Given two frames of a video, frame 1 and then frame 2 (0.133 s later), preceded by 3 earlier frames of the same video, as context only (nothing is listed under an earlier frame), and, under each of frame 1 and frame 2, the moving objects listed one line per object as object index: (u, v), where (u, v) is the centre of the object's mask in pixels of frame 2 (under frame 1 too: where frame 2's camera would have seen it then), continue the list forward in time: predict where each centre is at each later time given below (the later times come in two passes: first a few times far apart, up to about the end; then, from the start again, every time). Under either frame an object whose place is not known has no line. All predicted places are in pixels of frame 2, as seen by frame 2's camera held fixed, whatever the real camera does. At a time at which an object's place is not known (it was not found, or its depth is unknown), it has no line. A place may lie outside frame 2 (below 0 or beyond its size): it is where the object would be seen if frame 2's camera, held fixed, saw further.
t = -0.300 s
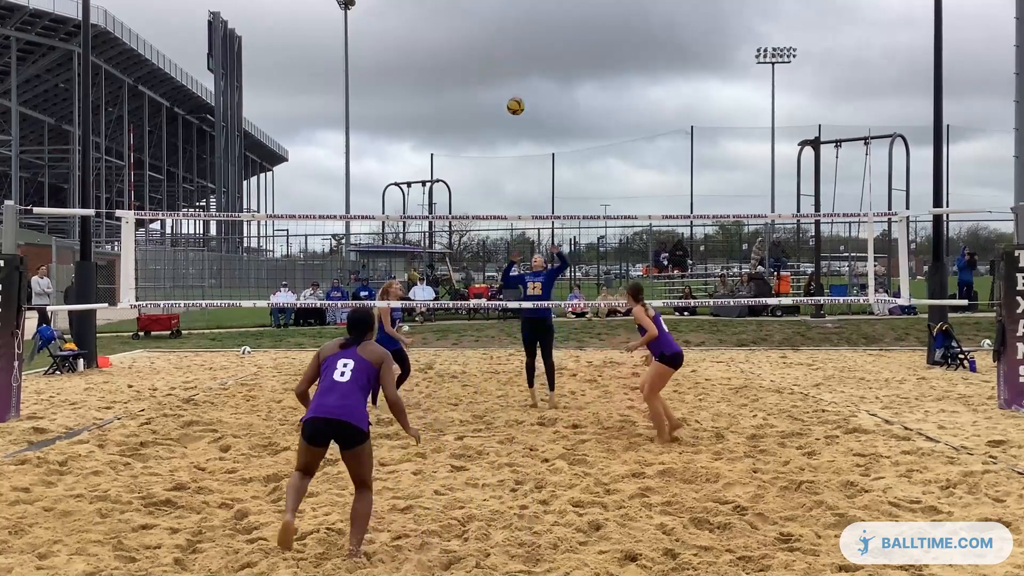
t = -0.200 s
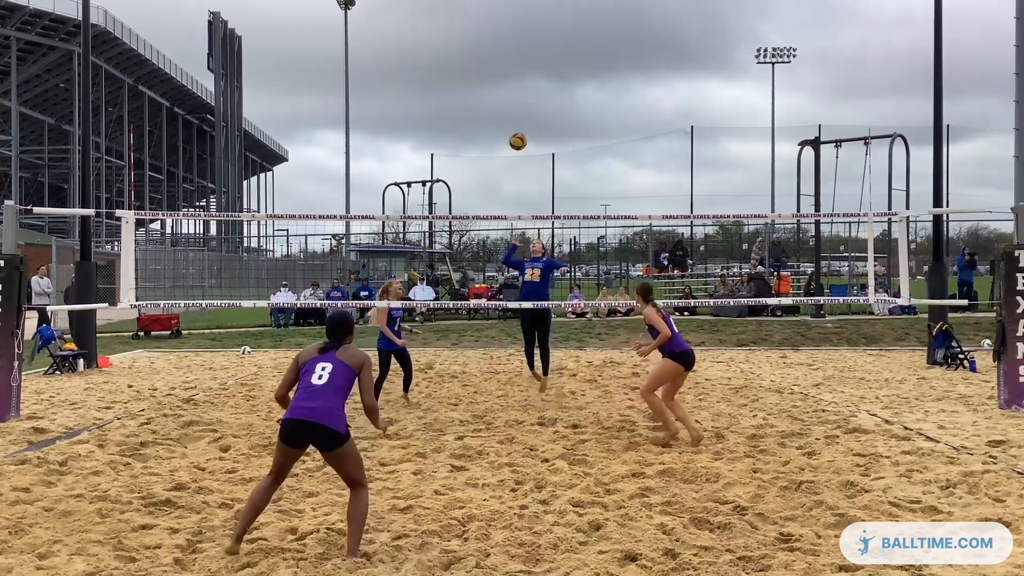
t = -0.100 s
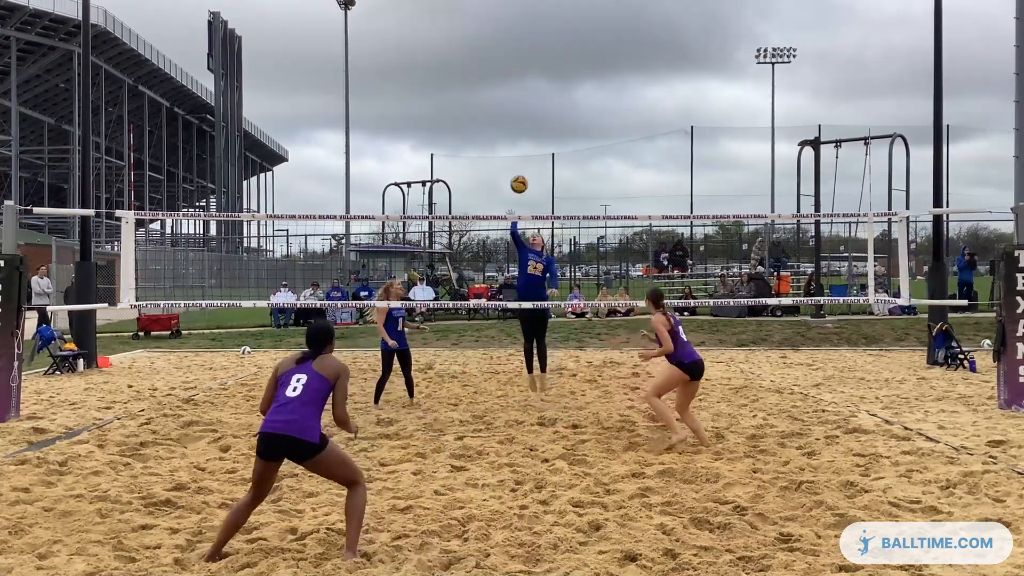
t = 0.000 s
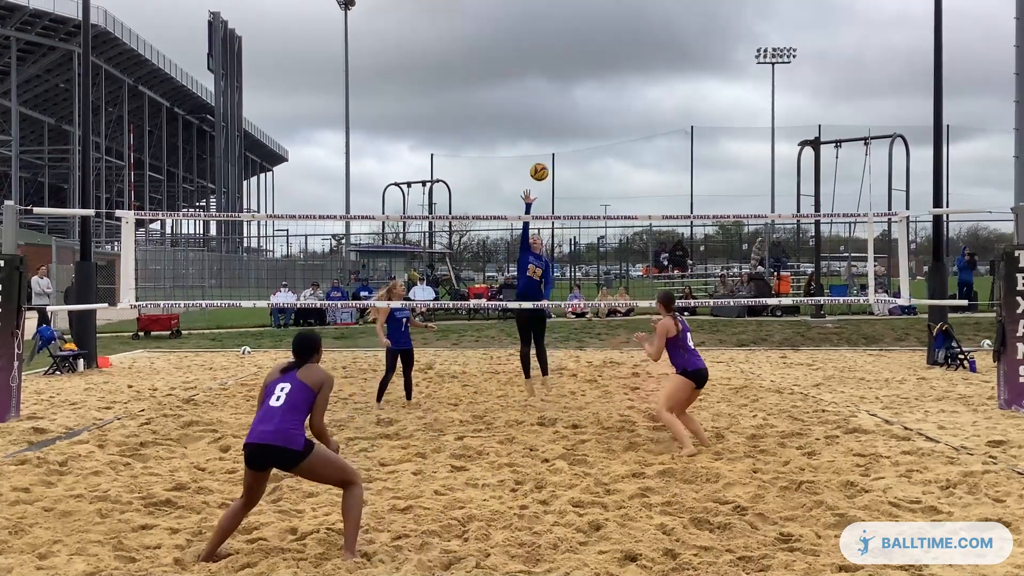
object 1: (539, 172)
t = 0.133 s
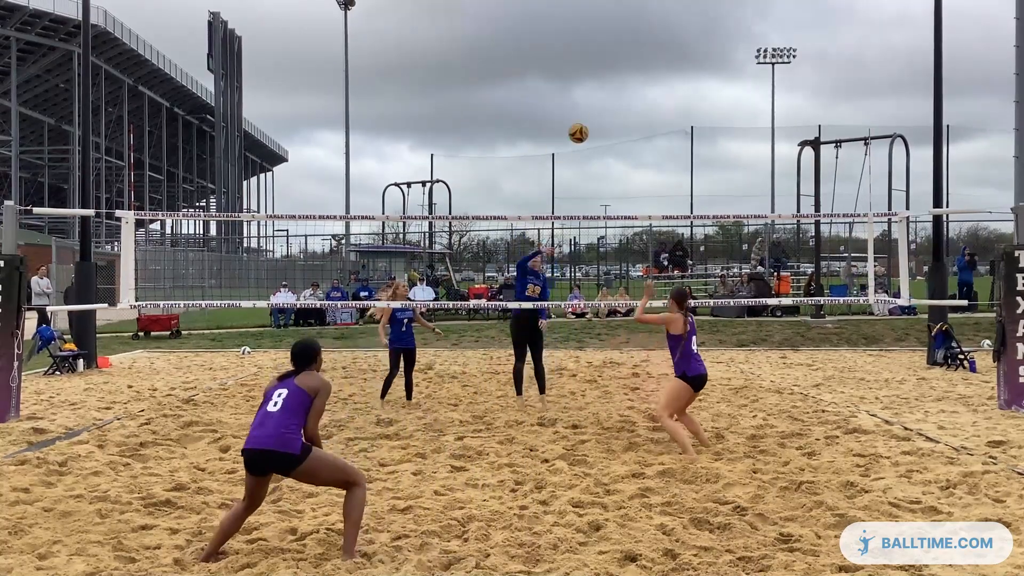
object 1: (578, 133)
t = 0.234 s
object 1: (611, 113)
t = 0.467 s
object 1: (698, 100)
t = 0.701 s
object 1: (810, 162)
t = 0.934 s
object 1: (960, 349)
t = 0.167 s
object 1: (589, 126)
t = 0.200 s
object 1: (600, 119)
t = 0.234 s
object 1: (611, 113)
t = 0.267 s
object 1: (622, 108)
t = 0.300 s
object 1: (633, 104)
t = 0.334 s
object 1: (645, 100)
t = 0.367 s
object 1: (658, 98)
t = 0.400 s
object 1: (671, 97)
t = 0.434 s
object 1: (684, 98)
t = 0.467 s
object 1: (698, 100)
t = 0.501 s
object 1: (712, 104)
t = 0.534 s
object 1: (727, 110)
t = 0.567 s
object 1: (742, 116)
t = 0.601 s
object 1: (759, 125)
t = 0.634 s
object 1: (775, 135)
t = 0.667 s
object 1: (793, 148)
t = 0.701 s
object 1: (810, 162)
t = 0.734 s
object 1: (829, 181)
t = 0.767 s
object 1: (849, 201)
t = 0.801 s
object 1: (870, 224)
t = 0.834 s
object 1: (891, 249)
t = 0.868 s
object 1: (914, 279)
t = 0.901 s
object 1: (937, 312)
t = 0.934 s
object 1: (960, 349)
